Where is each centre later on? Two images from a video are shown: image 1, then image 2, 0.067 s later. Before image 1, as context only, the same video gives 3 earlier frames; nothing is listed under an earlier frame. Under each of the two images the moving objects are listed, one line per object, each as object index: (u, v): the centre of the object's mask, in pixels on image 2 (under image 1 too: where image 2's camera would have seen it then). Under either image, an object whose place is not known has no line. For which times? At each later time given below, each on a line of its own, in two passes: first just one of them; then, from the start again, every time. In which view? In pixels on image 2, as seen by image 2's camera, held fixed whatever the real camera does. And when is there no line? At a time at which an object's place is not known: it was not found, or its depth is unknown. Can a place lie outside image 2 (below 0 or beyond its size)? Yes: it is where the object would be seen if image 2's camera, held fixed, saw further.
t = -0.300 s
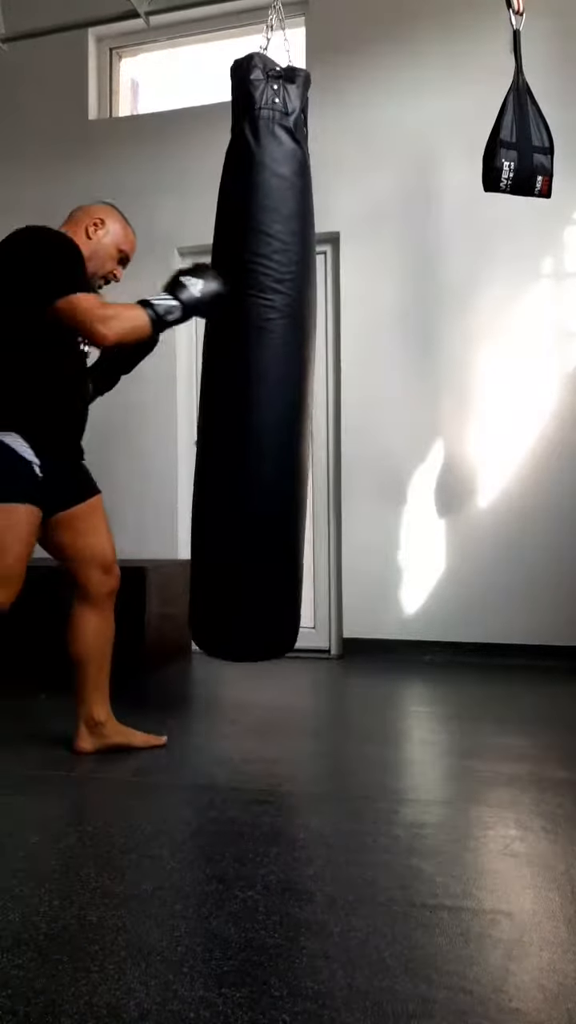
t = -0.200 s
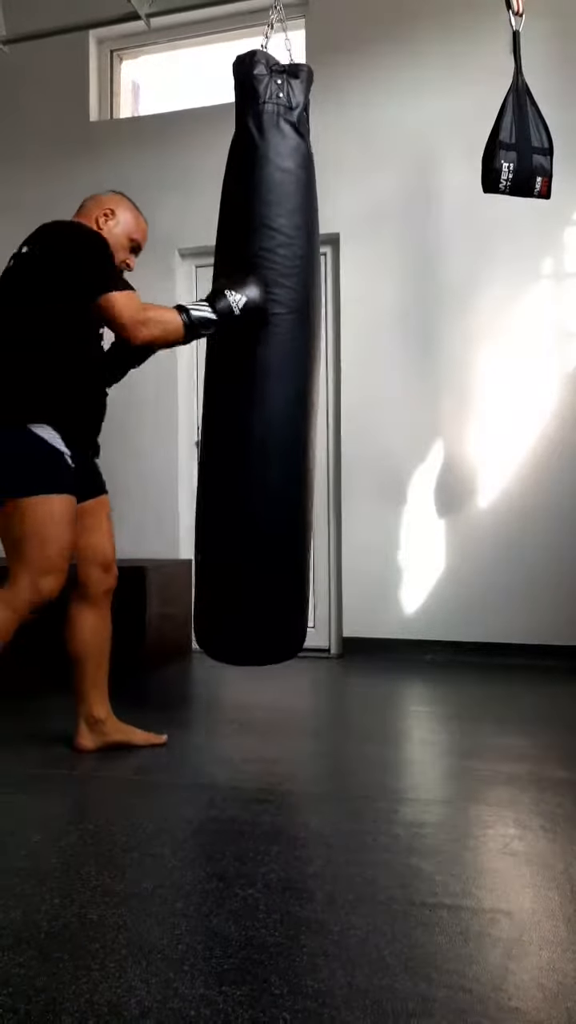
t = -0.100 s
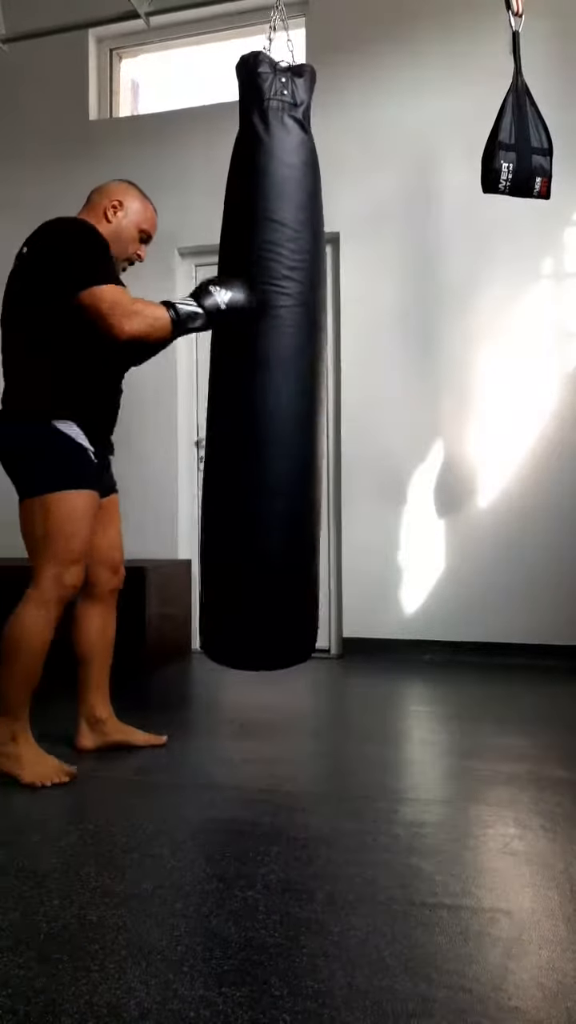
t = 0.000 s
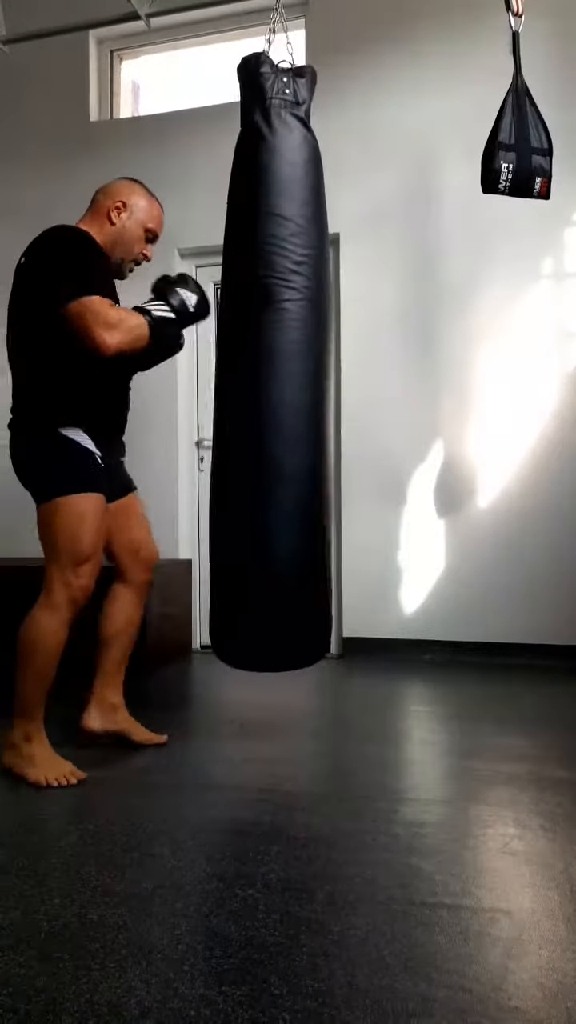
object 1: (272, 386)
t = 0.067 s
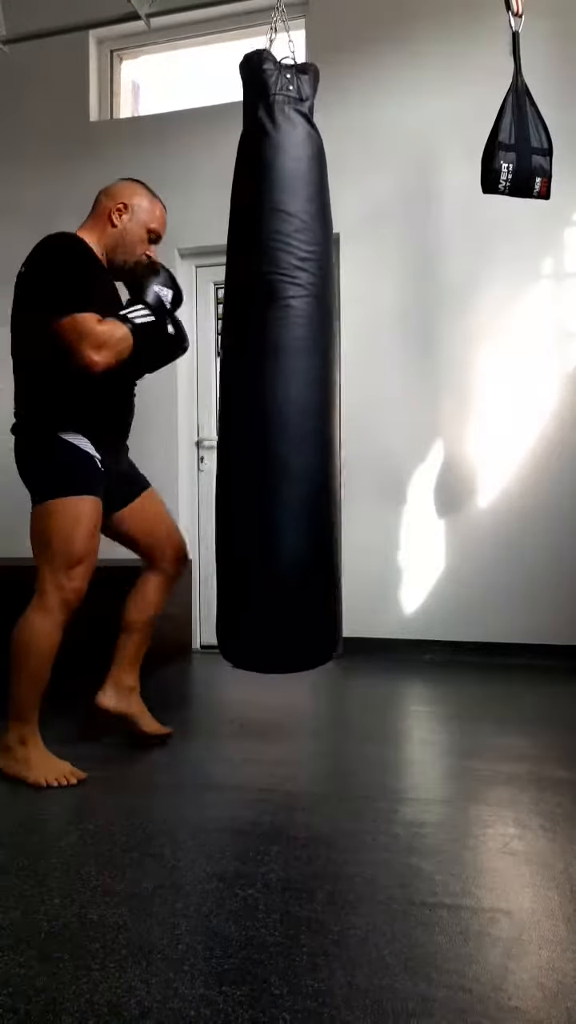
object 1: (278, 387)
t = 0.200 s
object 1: (290, 380)
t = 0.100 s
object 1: (281, 385)
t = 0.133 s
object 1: (284, 384)
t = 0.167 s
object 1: (287, 382)
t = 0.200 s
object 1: (290, 380)
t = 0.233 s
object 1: (292, 379)
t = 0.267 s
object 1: (295, 378)
